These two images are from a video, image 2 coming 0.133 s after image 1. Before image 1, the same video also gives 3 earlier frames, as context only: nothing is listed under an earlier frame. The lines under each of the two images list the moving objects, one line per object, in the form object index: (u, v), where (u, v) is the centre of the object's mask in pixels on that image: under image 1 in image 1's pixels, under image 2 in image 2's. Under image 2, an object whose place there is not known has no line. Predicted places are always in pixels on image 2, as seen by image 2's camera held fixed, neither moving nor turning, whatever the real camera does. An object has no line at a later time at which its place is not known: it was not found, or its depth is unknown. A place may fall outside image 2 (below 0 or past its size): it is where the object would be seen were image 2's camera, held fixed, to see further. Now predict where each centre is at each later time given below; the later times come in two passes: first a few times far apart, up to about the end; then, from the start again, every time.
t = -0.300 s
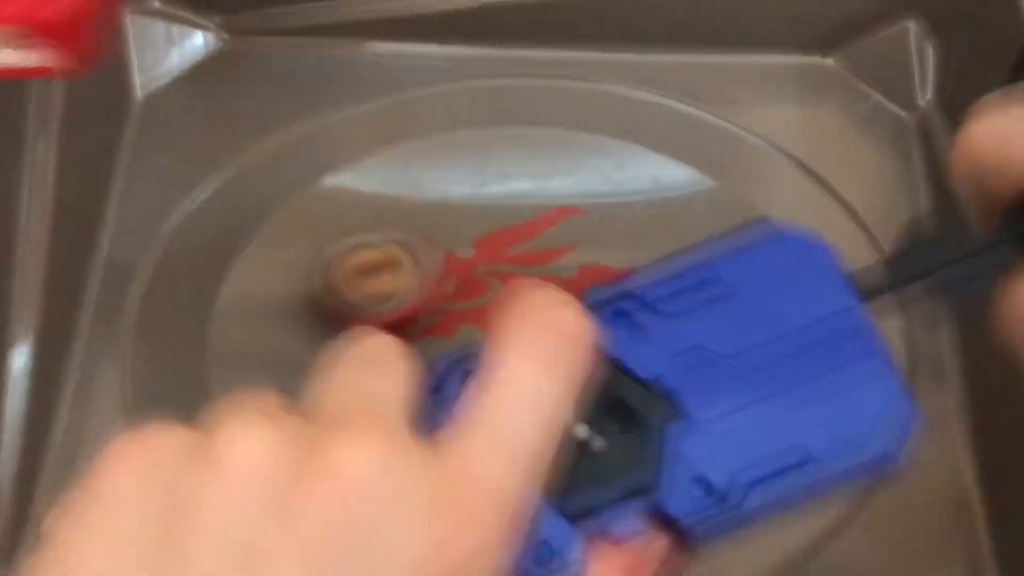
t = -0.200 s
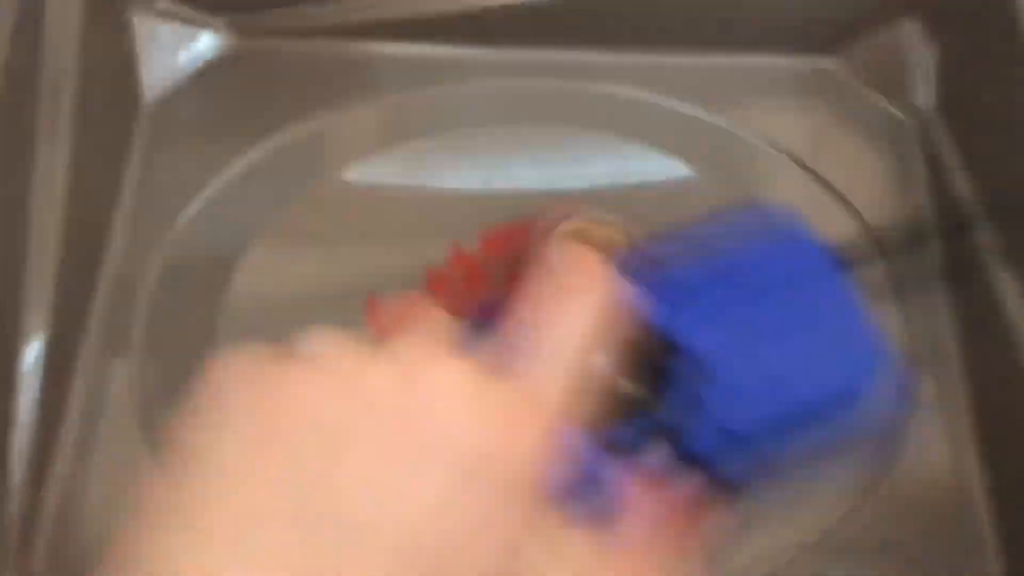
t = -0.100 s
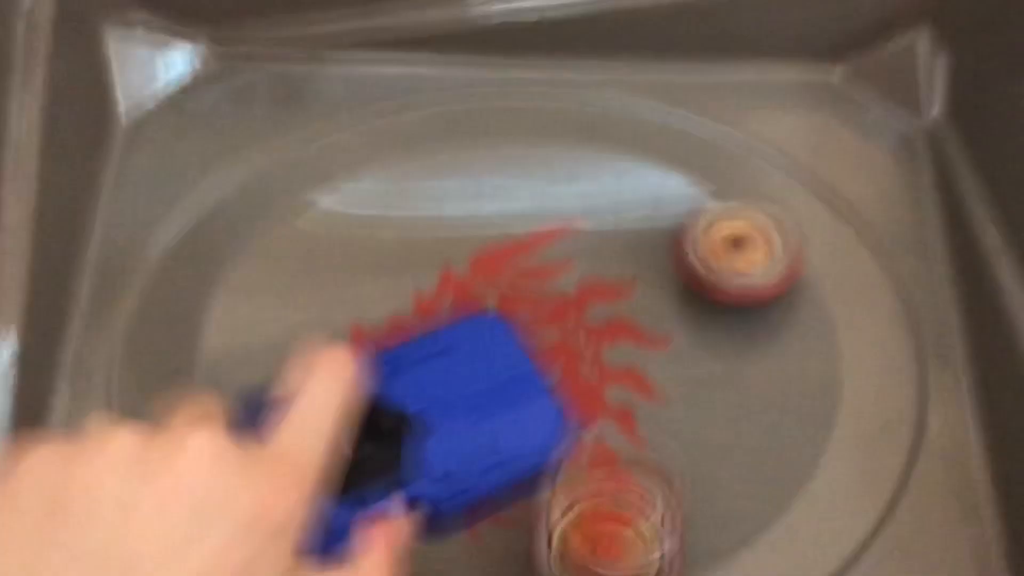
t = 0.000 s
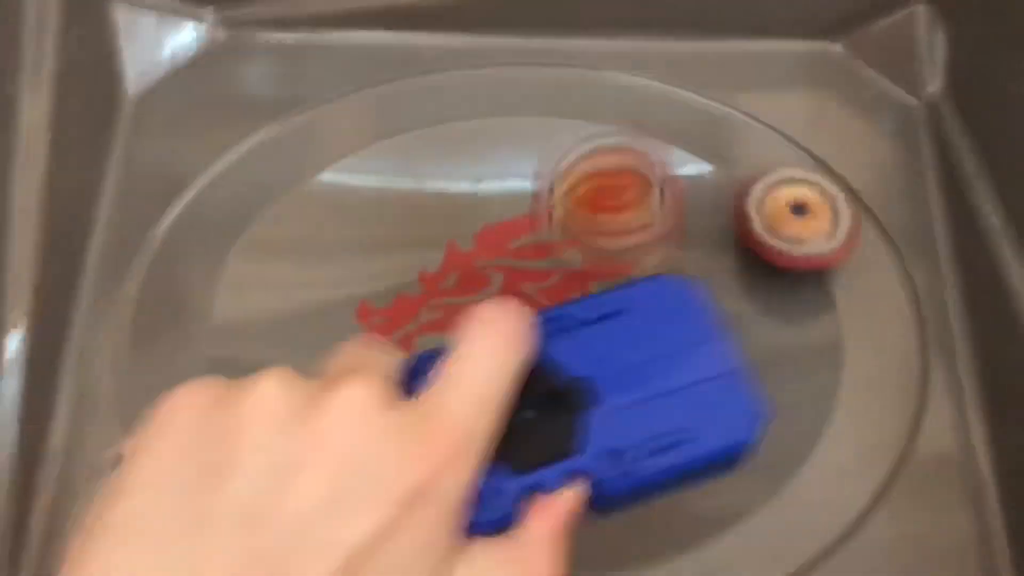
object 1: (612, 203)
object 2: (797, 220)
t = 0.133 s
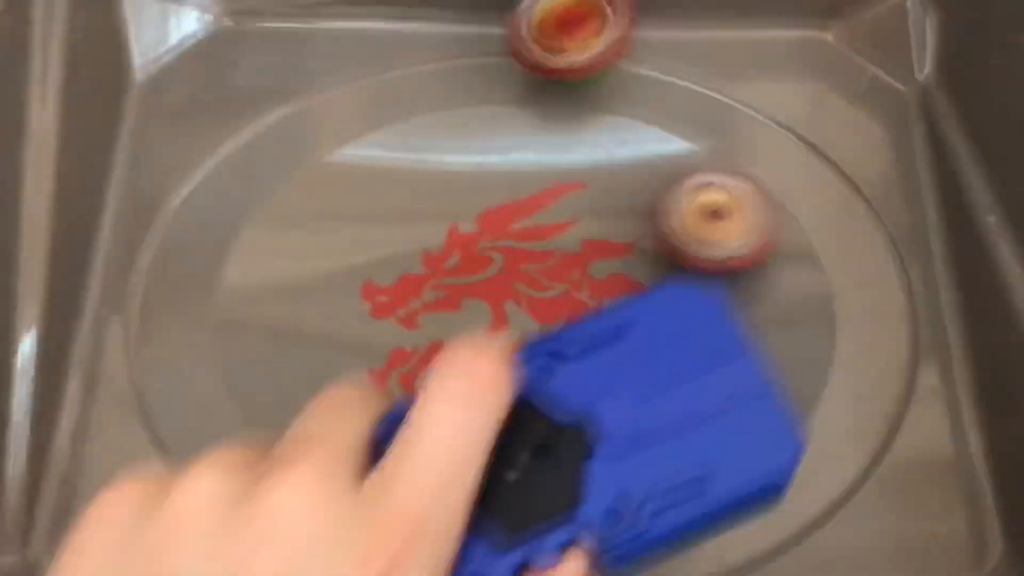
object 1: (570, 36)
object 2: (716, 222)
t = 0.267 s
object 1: (505, 127)
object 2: (538, 236)
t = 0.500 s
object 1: (379, 387)
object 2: (301, 493)
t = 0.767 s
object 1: (668, 523)
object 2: (258, 475)
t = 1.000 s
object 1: (790, 463)
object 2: (271, 432)
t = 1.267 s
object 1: (731, 400)
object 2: (556, 366)
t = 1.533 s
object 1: (687, 360)
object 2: (492, 145)
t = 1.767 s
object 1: (559, 353)
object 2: (265, 244)
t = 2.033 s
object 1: (522, 416)
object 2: (310, 384)
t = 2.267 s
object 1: (623, 354)
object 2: (424, 352)
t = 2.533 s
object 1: (586, 318)
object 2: (434, 223)
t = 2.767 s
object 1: (518, 278)
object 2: (381, 222)
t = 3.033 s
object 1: (569, 320)
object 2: (393, 248)
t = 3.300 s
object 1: (600, 327)
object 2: (527, 215)
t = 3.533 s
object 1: (601, 331)
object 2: (543, 185)
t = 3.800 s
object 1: (579, 366)
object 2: (529, 227)
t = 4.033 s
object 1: (567, 439)
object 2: (584, 224)
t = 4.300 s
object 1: (554, 391)
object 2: (648, 266)
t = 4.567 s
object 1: (428, 358)
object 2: (668, 283)
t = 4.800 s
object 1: (350, 330)
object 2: (639, 323)
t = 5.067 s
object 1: (330, 281)
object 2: (581, 381)
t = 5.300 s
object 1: (367, 236)
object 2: (549, 396)
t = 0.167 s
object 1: (556, 37)
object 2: (678, 227)
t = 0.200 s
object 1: (543, 45)
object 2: (636, 225)
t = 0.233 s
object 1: (525, 74)
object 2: (583, 230)
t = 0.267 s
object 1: (505, 127)
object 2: (538, 236)
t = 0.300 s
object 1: (487, 146)
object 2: (489, 266)
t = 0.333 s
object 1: (465, 171)
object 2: (443, 303)
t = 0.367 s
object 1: (441, 212)
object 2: (397, 341)
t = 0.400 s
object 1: (418, 253)
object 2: (361, 378)
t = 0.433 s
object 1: (399, 297)
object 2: (333, 419)
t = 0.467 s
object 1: (381, 342)
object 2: (319, 450)
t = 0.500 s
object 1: (379, 387)
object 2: (301, 493)
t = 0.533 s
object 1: (392, 428)
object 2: (282, 527)
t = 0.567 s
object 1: (420, 463)
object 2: (269, 543)
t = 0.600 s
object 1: (451, 487)
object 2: (263, 532)
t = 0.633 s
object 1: (495, 500)
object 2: (260, 519)
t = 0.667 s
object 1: (540, 509)
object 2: (254, 509)
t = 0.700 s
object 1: (586, 513)
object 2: (256, 497)
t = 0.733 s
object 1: (630, 518)
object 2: (256, 487)
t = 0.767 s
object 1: (668, 523)
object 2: (258, 475)
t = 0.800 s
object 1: (701, 526)
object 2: (259, 464)
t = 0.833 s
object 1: (729, 520)
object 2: (259, 457)
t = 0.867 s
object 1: (749, 513)
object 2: (259, 450)
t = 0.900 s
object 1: (765, 501)
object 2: (258, 444)
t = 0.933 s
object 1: (778, 491)
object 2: (260, 440)
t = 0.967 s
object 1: (785, 476)
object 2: (262, 435)
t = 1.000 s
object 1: (790, 463)
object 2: (271, 432)
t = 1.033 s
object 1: (790, 451)
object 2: (288, 430)
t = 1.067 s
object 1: (790, 444)
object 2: (316, 426)
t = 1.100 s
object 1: (787, 440)
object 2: (353, 422)
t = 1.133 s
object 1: (781, 438)
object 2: (395, 418)
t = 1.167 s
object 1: (772, 434)
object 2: (440, 411)
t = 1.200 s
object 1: (760, 428)
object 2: (484, 401)
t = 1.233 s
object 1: (746, 411)
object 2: (524, 382)
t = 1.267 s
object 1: (731, 400)
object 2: (556, 366)
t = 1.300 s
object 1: (716, 386)
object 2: (584, 348)
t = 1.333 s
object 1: (716, 383)
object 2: (584, 316)
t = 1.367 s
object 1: (718, 382)
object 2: (580, 282)
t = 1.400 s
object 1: (718, 379)
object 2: (571, 248)
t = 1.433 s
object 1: (716, 374)
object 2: (559, 215)
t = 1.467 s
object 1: (710, 369)
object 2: (542, 189)
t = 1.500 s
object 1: (700, 365)
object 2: (518, 161)
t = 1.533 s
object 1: (687, 360)
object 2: (492, 145)
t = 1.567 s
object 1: (671, 356)
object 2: (464, 136)
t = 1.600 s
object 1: (652, 353)
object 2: (430, 136)
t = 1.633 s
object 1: (634, 349)
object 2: (393, 145)
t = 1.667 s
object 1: (615, 346)
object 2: (358, 161)
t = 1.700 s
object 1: (598, 345)
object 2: (320, 184)
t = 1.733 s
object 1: (579, 348)
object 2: (289, 212)
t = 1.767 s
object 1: (559, 353)
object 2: (265, 244)
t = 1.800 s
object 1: (540, 361)
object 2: (251, 276)
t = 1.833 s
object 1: (521, 371)
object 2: (247, 307)
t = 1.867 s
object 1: (503, 379)
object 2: (252, 336)
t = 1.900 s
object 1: (484, 389)
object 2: (266, 361)
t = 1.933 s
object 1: (468, 396)
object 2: (290, 381)
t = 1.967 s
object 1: (459, 401)
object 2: (319, 394)
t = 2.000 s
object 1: (488, 411)
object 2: (316, 388)
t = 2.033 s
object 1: (522, 416)
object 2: (310, 384)
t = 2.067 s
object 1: (553, 415)
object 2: (314, 378)
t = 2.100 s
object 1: (576, 411)
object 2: (325, 377)
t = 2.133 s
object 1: (598, 401)
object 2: (342, 374)
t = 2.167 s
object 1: (611, 393)
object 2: (360, 371)
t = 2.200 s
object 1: (622, 379)
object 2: (382, 366)
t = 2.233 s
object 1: (626, 366)
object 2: (403, 360)
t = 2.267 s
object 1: (623, 354)
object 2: (424, 352)
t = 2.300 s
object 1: (615, 341)
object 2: (442, 339)
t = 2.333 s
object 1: (604, 332)
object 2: (458, 326)
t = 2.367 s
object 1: (592, 326)
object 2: (467, 311)
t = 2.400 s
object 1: (594, 326)
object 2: (462, 292)
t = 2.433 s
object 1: (596, 325)
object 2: (457, 273)
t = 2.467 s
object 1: (596, 322)
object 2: (448, 254)
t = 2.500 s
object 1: (592, 319)
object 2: (441, 235)
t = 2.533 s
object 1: (586, 318)
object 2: (434, 223)
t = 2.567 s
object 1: (579, 311)
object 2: (427, 210)
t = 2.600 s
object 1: (570, 308)
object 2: (419, 205)
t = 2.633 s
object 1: (559, 300)
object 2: (410, 201)
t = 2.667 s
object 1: (549, 295)
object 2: (401, 206)
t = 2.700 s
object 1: (539, 287)
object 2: (394, 208)
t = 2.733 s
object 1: (528, 282)
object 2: (387, 216)
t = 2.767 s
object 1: (518, 278)
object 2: (381, 222)
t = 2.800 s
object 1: (510, 274)
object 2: (377, 233)
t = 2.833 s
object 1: (503, 269)
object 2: (376, 245)
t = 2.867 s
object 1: (513, 281)
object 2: (367, 244)
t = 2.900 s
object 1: (525, 293)
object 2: (363, 242)
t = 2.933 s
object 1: (538, 302)
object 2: (363, 242)
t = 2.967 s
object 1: (549, 310)
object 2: (369, 245)
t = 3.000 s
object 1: (560, 315)
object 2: (380, 247)
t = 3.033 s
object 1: (569, 320)
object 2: (393, 248)
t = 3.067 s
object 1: (576, 322)
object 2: (408, 251)
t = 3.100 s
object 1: (582, 323)
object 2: (426, 252)
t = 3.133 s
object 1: (587, 326)
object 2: (445, 252)
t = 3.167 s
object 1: (591, 328)
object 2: (463, 250)
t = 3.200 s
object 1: (594, 326)
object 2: (479, 241)
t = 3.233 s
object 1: (596, 329)
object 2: (496, 233)
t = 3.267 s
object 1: (598, 329)
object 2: (510, 226)
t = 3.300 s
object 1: (600, 327)
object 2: (527, 215)
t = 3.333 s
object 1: (601, 330)
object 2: (539, 206)
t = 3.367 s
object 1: (602, 329)
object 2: (547, 199)
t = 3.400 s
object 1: (602, 328)
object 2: (552, 191)
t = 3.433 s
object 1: (602, 330)
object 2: (554, 188)
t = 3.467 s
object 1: (602, 329)
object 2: (552, 185)
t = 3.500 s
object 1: (601, 329)
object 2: (548, 182)
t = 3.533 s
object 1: (601, 331)
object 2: (543, 185)
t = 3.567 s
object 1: (599, 329)
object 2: (535, 186)
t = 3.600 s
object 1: (597, 331)
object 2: (528, 190)
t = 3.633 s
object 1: (596, 332)
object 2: (524, 197)
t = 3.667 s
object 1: (593, 333)
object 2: (518, 206)
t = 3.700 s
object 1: (590, 333)
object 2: (515, 217)
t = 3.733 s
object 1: (587, 335)
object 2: (517, 226)
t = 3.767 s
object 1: (584, 338)
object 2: (521, 235)
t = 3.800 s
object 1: (579, 366)
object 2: (529, 227)
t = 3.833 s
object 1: (576, 396)
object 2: (538, 215)
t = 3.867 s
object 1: (569, 418)
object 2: (546, 206)
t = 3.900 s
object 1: (565, 435)
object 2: (558, 202)
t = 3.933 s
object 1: (563, 442)
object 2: (565, 204)
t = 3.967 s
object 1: (563, 447)
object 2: (571, 208)
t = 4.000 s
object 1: (564, 446)
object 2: (577, 215)
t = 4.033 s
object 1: (567, 439)
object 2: (584, 224)
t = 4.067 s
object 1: (573, 432)
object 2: (586, 234)
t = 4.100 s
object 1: (577, 422)
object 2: (591, 244)
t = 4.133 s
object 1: (582, 411)
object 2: (596, 254)
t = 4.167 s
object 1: (587, 397)
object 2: (603, 264)
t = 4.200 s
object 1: (584, 386)
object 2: (613, 270)
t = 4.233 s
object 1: (579, 392)
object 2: (626, 266)
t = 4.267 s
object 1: (567, 390)
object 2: (639, 265)
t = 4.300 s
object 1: (554, 391)
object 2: (648, 266)
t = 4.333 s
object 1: (542, 386)
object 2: (656, 266)
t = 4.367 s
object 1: (526, 384)
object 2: (662, 267)
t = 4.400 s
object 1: (510, 382)
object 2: (667, 269)
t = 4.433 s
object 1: (494, 379)
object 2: (669, 272)
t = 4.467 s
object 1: (478, 374)
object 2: (670, 274)
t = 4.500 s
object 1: (459, 371)
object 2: (670, 276)
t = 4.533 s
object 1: (444, 363)
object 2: (670, 278)
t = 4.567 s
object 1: (428, 358)
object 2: (668, 283)
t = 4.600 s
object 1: (414, 353)
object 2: (665, 286)
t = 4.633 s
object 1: (400, 346)
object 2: (661, 292)
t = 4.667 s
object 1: (390, 343)
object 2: (658, 296)
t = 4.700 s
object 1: (378, 338)
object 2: (653, 302)
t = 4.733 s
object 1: (368, 338)
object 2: (649, 309)
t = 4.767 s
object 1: (357, 334)
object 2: (644, 316)
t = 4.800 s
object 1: (350, 330)
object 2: (639, 323)
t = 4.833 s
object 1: (344, 325)
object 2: (632, 332)
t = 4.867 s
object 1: (338, 320)
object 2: (625, 340)
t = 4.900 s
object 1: (334, 315)
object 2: (618, 347)
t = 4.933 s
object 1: (332, 309)
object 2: (609, 353)
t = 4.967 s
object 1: (329, 302)
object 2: (601, 360)
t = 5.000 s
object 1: (328, 297)
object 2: (593, 369)
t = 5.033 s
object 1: (328, 288)
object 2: (586, 375)
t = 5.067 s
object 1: (330, 281)
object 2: (581, 381)
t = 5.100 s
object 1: (334, 273)
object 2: (574, 388)
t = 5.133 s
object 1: (337, 266)
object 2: (567, 394)
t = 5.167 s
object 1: (341, 258)
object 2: (563, 395)
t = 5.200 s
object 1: (346, 252)
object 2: (560, 396)
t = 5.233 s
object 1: (353, 245)
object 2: (557, 397)
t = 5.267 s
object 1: (360, 241)
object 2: (552, 398)
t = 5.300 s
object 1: (367, 236)
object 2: (549, 396)
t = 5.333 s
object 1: (375, 231)
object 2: (547, 394)
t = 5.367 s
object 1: (387, 228)
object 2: (544, 393)
